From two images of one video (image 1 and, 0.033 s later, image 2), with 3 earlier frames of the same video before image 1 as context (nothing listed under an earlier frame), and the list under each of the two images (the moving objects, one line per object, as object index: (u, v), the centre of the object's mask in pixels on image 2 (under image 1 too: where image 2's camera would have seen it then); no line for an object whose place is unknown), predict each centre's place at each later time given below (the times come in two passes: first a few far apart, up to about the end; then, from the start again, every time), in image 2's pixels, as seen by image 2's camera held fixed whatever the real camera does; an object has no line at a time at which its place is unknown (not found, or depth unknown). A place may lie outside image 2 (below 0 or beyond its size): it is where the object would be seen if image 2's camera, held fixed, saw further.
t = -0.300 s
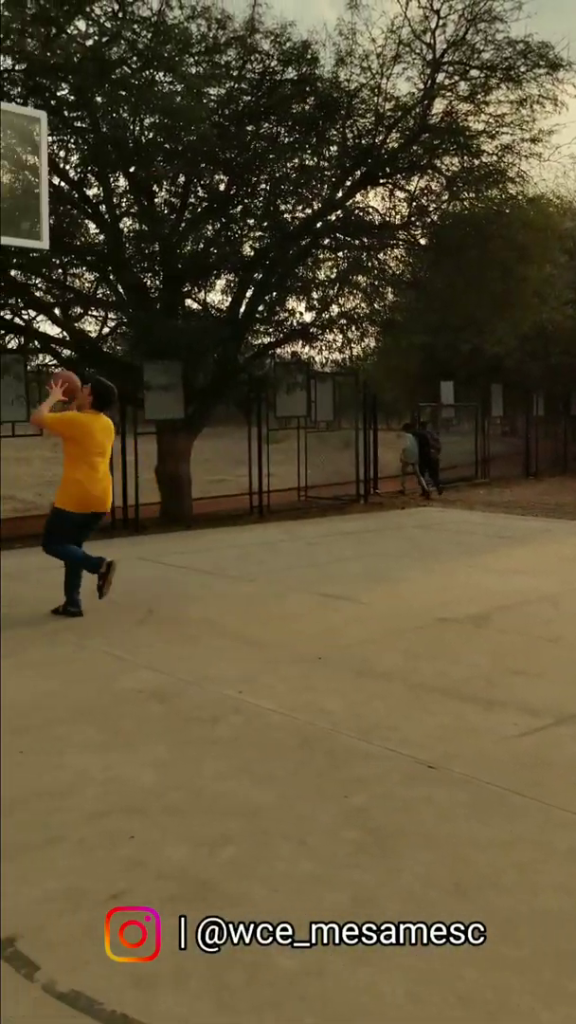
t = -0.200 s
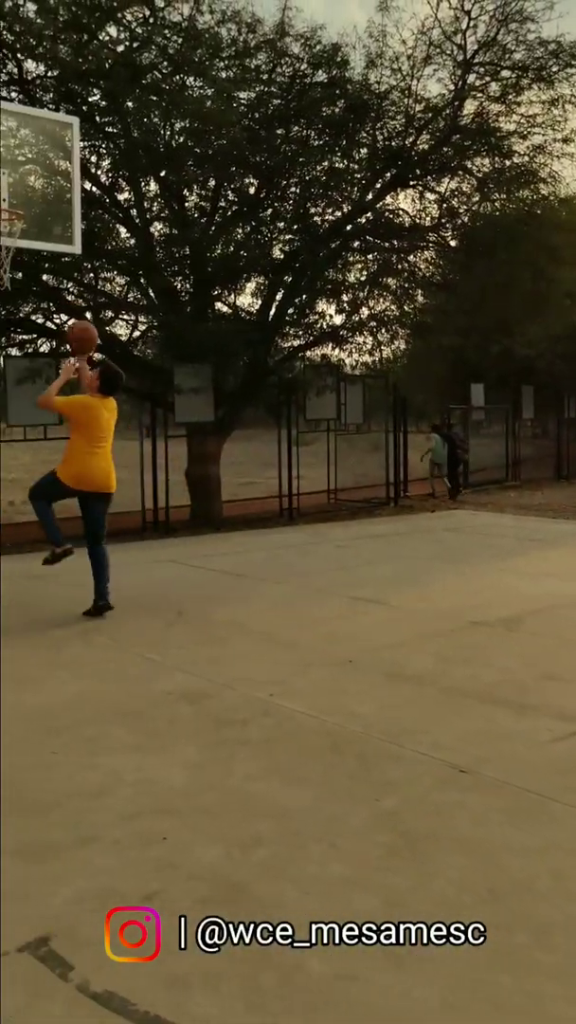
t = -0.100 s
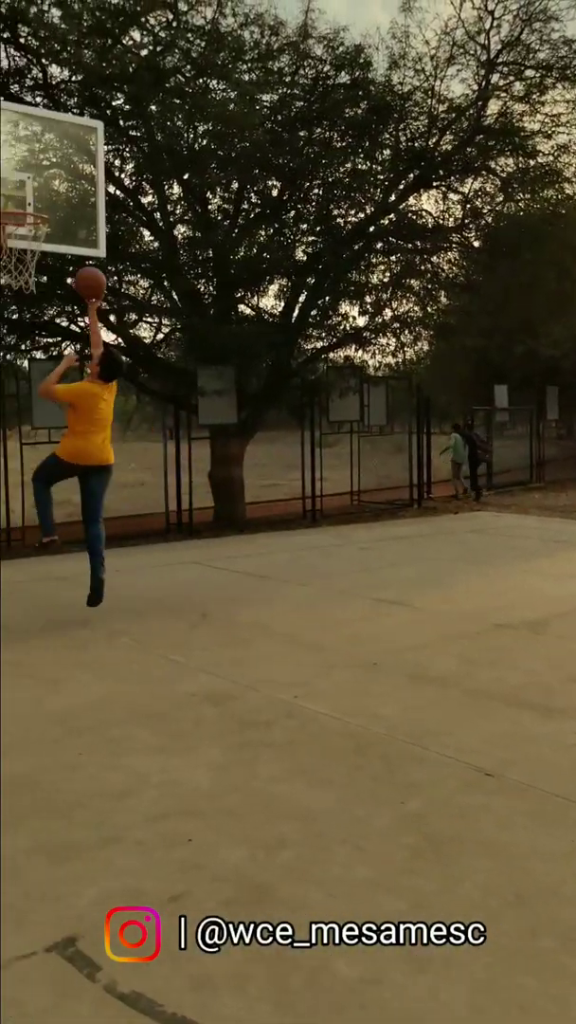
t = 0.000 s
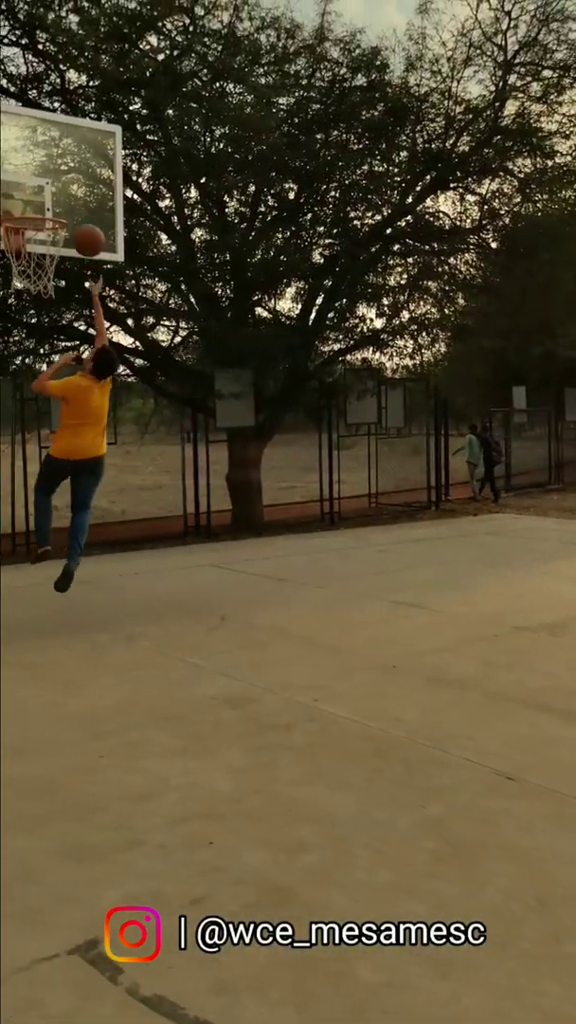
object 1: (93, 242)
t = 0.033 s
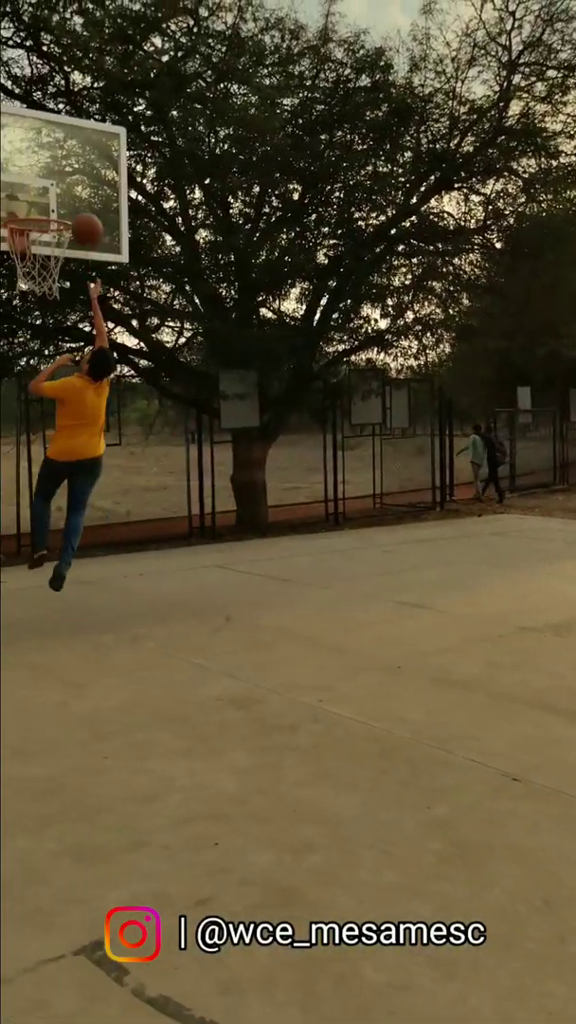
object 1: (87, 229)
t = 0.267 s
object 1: (61, 193)
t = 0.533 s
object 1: (50, 244)
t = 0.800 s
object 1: (35, 312)
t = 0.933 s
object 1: (28, 368)
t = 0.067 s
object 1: (81, 218)
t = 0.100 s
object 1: (73, 208)
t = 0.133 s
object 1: (67, 201)
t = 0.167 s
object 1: (66, 197)
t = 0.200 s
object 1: (64, 194)
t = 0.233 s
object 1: (62, 193)
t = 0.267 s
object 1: (61, 193)
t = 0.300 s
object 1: (59, 194)
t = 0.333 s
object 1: (57, 196)
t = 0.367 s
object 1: (56, 200)
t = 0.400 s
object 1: (55, 205)
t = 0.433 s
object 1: (54, 209)
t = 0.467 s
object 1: (52, 221)
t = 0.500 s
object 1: (52, 234)
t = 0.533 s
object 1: (50, 244)
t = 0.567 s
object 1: (48, 259)
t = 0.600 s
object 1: (47, 273)
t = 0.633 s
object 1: (45, 277)
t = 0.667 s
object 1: (43, 280)
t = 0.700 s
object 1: (41, 286)
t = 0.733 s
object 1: (38, 294)
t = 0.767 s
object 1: (37, 302)
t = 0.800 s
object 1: (35, 312)
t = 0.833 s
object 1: (33, 323)
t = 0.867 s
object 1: (31, 337)
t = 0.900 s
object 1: (30, 352)
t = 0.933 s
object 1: (28, 368)
